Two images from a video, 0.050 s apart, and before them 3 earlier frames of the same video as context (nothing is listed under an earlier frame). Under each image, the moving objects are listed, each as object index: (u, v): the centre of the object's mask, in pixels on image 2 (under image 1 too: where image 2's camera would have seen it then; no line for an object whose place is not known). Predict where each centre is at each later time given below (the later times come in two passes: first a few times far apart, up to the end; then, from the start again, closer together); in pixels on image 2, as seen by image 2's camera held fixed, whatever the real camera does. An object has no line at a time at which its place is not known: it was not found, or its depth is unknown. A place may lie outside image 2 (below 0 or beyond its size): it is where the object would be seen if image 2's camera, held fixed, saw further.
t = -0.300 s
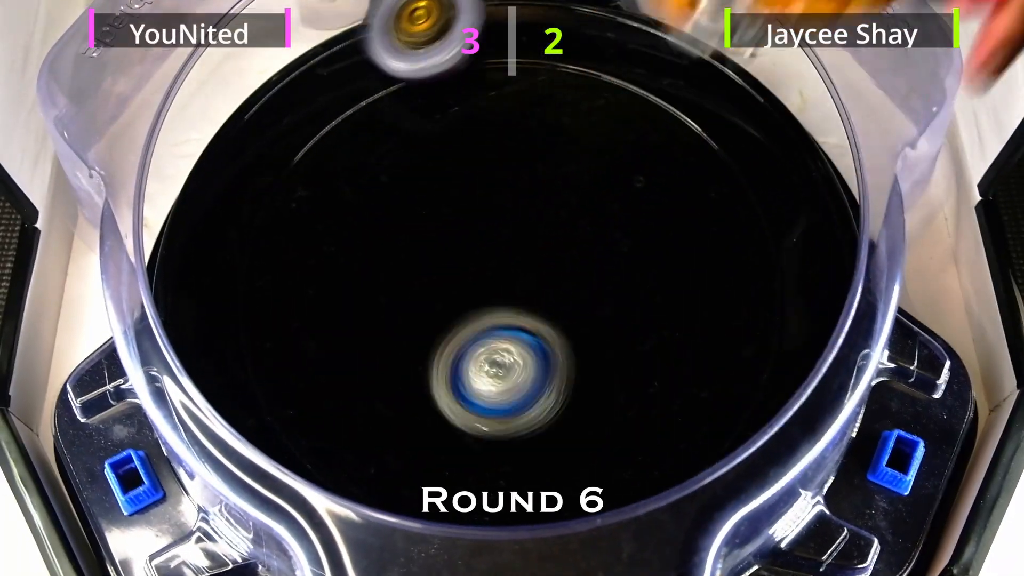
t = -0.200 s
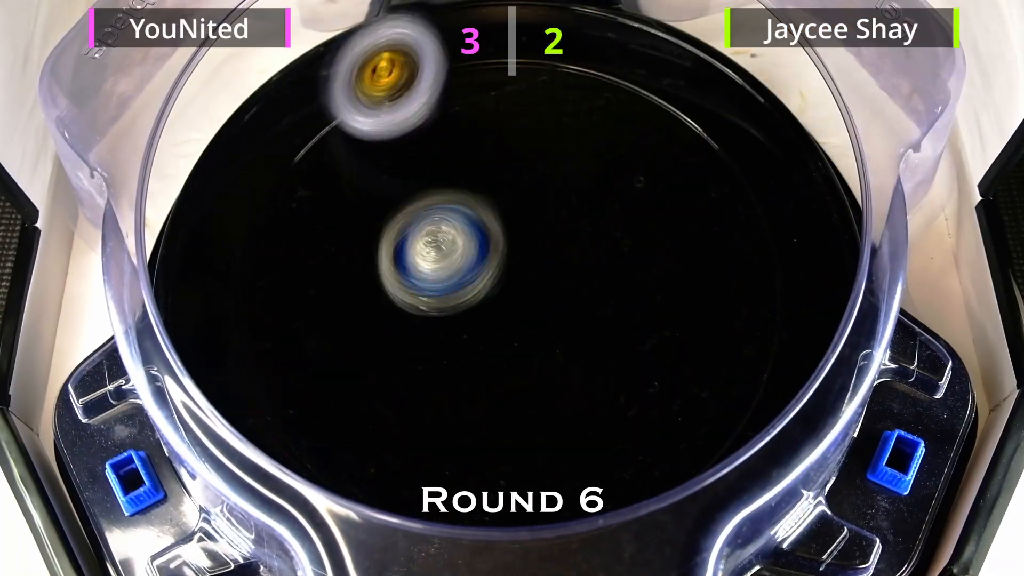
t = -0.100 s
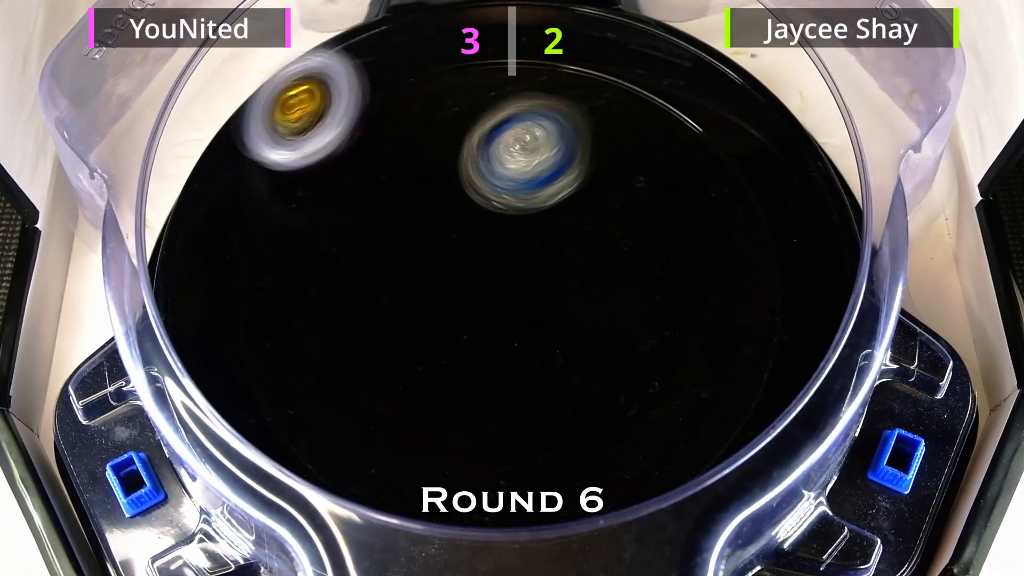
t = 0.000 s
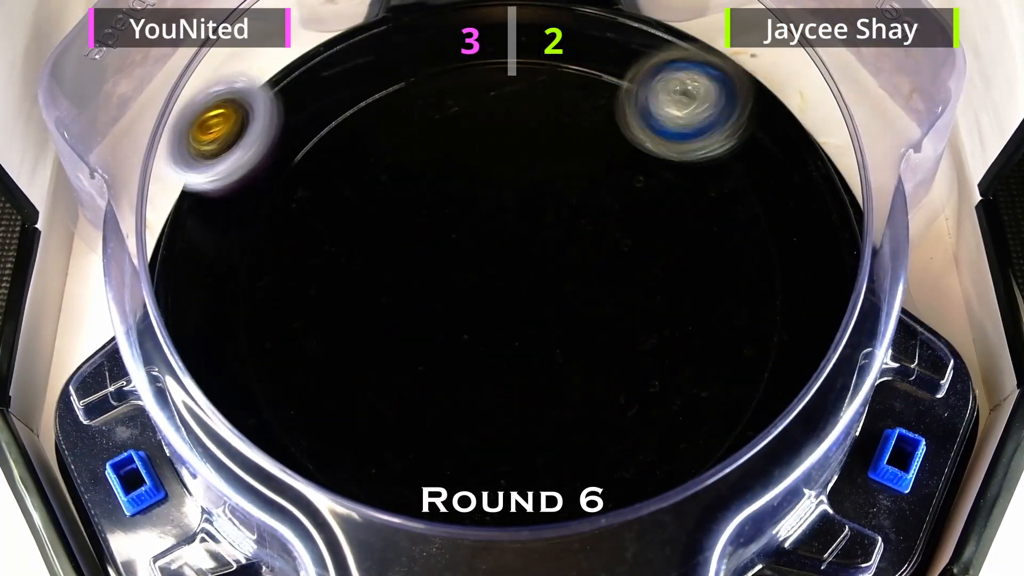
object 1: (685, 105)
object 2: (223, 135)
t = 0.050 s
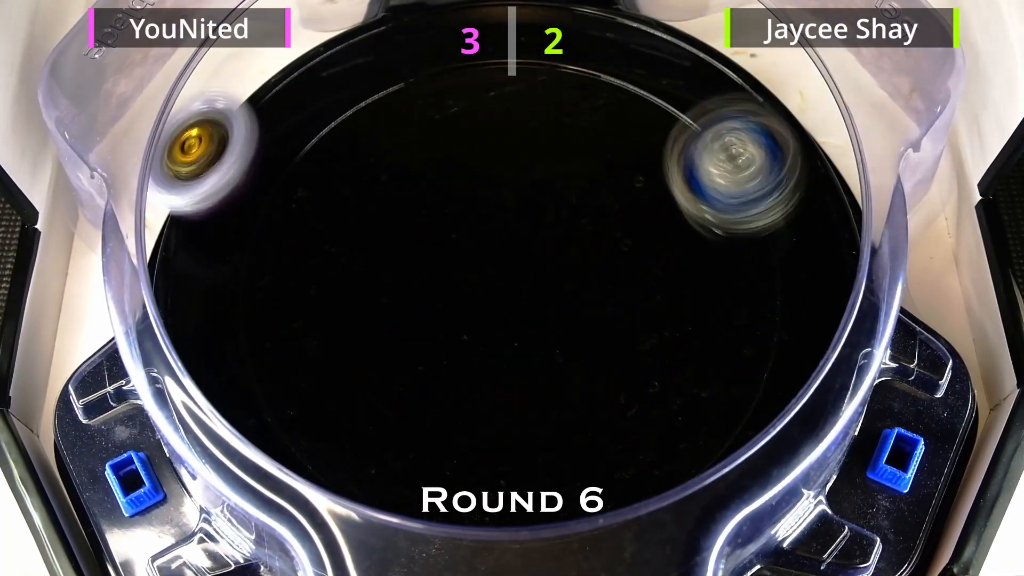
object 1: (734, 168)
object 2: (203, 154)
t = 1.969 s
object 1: (616, 237)
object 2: (472, 222)
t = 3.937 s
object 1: (377, 193)
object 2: (642, 286)
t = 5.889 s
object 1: (681, 290)
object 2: (521, 210)
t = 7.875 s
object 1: (608, 418)
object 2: (386, 142)
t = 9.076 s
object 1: (442, 293)
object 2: (446, 97)
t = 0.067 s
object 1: (749, 199)
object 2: (201, 165)
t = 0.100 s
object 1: (771, 243)
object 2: (205, 186)
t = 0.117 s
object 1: (780, 269)
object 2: (211, 196)
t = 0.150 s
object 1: (772, 314)
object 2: (221, 214)
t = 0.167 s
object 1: (762, 335)
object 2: (226, 227)
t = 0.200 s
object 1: (724, 378)
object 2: (246, 246)
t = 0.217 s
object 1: (698, 392)
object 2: (259, 256)
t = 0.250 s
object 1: (632, 411)
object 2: (296, 281)
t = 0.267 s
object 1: (598, 414)
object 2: (322, 292)
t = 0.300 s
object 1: (532, 404)
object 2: (378, 309)
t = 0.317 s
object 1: (513, 396)
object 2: (397, 313)
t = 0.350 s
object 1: (524, 366)
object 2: (376, 293)
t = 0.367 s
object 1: (529, 352)
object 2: (363, 284)
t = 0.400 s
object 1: (541, 331)
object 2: (343, 274)
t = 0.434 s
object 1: (539, 299)
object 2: (331, 253)
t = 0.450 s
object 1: (535, 280)
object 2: (329, 243)
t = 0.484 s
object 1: (530, 248)
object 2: (326, 227)
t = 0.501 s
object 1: (531, 228)
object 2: (328, 216)
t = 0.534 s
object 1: (536, 192)
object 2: (338, 200)
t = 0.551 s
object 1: (544, 174)
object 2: (344, 196)
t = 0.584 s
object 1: (566, 143)
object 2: (364, 179)
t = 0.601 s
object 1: (582, 132)
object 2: (374, 175)
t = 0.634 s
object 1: (625, 114)
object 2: (402, 166)
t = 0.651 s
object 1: (647, 110)
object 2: (420, 163)
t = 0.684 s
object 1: (694, 116)
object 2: (455, 156)
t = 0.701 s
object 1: (708, 135)
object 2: (471, 153)
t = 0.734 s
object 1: (728, 182)
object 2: (508, 147)
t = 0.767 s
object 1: (737, 224)
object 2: (545, 143)
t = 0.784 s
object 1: (732, 245)
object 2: (562, 141)
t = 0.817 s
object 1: (708, 285)
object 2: (596, 138)
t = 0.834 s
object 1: (689, 302)
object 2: (614, 138)
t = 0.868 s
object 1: (638, 321)
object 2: (644, 140)
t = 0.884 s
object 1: (610, 324)
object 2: (656, 141)
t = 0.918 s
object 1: (556, 318)
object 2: (680, 145)
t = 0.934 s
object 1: (531, 309)
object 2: (691, 148)
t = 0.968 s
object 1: (489, 283)
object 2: (707, 156)
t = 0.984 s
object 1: (474, 267)
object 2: (713, 162)
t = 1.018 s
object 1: (450, 227)
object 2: (721, 173)
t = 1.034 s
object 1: (443, 206)
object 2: (723, 180)
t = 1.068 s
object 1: (441, 163)
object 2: (723, 193)
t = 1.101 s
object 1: (451, 121)
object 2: (717, 208)
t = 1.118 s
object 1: (459, 104)
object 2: (713, 215)
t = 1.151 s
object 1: (488, 68)
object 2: (700, 227)
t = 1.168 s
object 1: (508, 56)
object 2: (691, 234)
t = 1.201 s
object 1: (552, 55)
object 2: (672, 244)
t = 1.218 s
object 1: (576, 64)
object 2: (662, 249)
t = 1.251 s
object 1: (618, 81)
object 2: (637, 257)
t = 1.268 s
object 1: (635, 91)
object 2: (622, 261)
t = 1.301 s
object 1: (659, 120)
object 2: (594, 267)
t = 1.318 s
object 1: (667, 140)
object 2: (580, 269)
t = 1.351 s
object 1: (670, 184)
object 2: (551, 274)
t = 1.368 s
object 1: (664, 207)
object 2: (538, 276)
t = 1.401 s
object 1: (643, 244)
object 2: (498, 288)
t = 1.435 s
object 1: (608, 272)
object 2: (456, 302)
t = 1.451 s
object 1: (587, 282)
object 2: (433, 308)
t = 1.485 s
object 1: (542, 291)
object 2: (398, 320)
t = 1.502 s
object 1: (522, 290)
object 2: (383, 328)
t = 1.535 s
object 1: (485, 276)
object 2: (341, 340)
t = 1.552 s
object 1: (464, 264)
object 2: (324, 348)
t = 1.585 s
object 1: (434, 237)
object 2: (296, 358)
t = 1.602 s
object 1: (423, 221)
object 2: (282, 361)
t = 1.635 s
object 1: (408, 181)
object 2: (271, 360)
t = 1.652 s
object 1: (406, 163)
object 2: (267, 361)
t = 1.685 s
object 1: (413, 125)
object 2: (269, 358)
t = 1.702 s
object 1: (422, 106)
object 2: (273, 356)
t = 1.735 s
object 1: (449, 78)
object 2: (286, 348)
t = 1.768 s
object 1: (485, 61)
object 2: (305, 333)
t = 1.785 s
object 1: (508, 57)
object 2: (315, 329)
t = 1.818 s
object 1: (550, 63)
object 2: (339, 311)
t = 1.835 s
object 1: (572, 72)
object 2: (352, 304)
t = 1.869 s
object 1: (606, 102)
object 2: (377, 283)
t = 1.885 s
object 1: (618, 121)
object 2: (394, 273)
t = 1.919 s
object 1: (630, 165)
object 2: (421, 251)
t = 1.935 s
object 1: (629, 190)
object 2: (440, 240)
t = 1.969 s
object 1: (616, 237)
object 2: (472, 222)
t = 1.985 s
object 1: (618, 257)
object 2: (482, 212)
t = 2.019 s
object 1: (636, 295)
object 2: (468, 196)
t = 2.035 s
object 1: (638, 315)
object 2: (463, 192)
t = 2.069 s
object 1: (627, 351)
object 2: (455, 183)
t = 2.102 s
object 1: (599, 390)
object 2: (448, 179)
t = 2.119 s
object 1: (580, 406)
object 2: (446, 178)
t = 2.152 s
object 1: (534, 430)
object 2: (444, 180)
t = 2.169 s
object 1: (508, 437)
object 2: (444, 181)
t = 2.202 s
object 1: (456, 439)
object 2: (445, 184)
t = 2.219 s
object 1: (429, 433)
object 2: (447, 187)
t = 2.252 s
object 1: (383, 413)
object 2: (452, 191)
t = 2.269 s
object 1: (364, 398)
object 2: (455, 193)
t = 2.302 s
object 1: (334, 364)
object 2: (463, 197)
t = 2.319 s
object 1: (326, 344)
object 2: (468, 199)
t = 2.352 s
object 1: (318, 302)
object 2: (480, 203)
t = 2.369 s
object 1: (322, 281)
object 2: (486, 206)
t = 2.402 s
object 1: (335, 243)
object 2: (501, 213)
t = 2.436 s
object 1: (359, 211)
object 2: (515, 219)
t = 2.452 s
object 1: (377, 195)
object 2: (523, 224)
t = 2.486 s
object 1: (412, 173)
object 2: (540, 235)
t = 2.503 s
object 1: (435, 165)
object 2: (547, 241)
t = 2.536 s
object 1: (476, 156)
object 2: (561, 255)
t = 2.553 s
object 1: (499, 155)
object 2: (569, 264)
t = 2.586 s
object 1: (539, 160)
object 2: (580, 280)
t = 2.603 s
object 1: (561, 166)
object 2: (586, 290)
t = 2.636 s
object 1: (596, 185)
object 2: (595, 310)
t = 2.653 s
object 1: (613, 192)
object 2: (599, 329)
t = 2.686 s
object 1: (636, 202)
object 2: (611, 385)
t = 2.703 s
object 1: (647, 213)
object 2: (616, 410)
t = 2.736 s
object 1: (664, 240)
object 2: (613, 446)
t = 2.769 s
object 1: (673, 278)
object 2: (607, 495)
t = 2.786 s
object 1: (675, 298)
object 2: (599, 502)
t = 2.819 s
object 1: (659, 336)
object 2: (582, 517)
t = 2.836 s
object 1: (647, 355)
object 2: (569, 523)
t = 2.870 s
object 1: (615, 384)
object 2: (546, 531)
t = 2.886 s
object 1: (593, 394)
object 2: (534, 533)
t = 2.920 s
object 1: (550, 408)
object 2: (513, 535)
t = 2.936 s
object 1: (526, 411)
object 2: (505, 536)
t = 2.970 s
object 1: (480, 404)
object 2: (488, 537)
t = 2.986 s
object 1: (461, 398)
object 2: (480, 536)
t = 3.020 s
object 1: (425, 376)
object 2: (467, 533)
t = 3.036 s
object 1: (409, 359)
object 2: (461, 532)
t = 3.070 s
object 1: (388, 326)
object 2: (452, 527)
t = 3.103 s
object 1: (378, 289)
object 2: (442, 518)
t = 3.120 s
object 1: (379, 271)
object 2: (439, 514)
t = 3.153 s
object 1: (386, 235)
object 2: (432, 502)
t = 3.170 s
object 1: (393, 218)
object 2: (430, 490)
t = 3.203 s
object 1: (414, 187)
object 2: (427, 463)
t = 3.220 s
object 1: (429, 174)
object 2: (425, 455)
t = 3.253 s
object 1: (461, 152)
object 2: (423, 426)
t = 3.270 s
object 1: (477, 144)
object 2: (423, 411)
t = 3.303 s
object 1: (515, 135)
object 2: (424, 379)
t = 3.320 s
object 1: (537, 134)
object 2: (426, 362)
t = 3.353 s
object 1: (578, 140)
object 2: (432, 329)
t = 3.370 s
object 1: (594, 146)
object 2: (435, 312)
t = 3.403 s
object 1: (628, 167)
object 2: (444, 282)
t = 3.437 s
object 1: (655, 197)
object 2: (454, 252)
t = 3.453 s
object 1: (665, 213)
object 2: (458, 237)
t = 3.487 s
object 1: (675, 252)
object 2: (469, 212)
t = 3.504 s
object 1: (678, 272)
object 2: (476, 200)
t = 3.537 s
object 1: (668, 309)
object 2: (492, 181)
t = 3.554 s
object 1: (657, 329)
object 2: (501, 174)
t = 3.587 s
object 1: (628, 361)
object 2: (521, 164)
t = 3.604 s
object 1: (610, 373)
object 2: (532, 162)
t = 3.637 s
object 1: (568, 392)
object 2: (552, 161)
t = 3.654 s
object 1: (547, 398)
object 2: (562, 162)
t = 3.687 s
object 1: (502, 401)
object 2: (579, 167)
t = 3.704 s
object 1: (479, 398)
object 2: (588, 171)
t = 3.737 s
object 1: (439, 384)
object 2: (605, 181)
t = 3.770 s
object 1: (405, 362)
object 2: (620, 195)
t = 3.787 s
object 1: (389, 347)
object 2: (627, 201)
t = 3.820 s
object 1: (369, 314)
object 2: (636, 217)
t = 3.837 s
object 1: (363, 298)
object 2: (640, 225)
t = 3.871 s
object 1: (357, 262)
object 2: (644, 244)
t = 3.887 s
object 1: (359, 243)
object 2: (645, 255)
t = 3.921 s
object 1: (370, 208)
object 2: (644, 276)
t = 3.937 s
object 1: (377, 193)
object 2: (642, 286)
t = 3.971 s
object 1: (402, 164)
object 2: (634, 304)
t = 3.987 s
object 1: (417, 152)
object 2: (628, 313)
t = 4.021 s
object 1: (449, 135)
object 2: (613, 331)
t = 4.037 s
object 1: (469, 128)
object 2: (604, 339)
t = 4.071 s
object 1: (508, 125)
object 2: (583, 352)
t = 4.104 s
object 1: (547, 129)
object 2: (560, 363)
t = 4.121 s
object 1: (564, 134)
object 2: (548, 367)
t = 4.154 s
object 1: (598, 153)
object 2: (523, 372)
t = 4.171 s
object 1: (615, 167)
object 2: (510, 374)
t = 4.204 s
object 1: (638, 197)
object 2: (485, 373)
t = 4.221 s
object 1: (644, 214)
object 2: (473, 371)
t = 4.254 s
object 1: (654, 251)
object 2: (451, 362)
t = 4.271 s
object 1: (656, 271)
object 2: (440, 357)
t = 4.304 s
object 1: (647, 308)
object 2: (421, 343)
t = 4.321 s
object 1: (635, 326)
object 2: (413, 336)
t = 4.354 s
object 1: (608, 357)
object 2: (399, 320)
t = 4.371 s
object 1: (594, 370)
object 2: (394, 311)
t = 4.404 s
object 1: (556, 391)
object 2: (387, 293)
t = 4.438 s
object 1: (513, 403)
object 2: (383, 276)
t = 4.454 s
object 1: (491, 404)
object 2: (382, 268)
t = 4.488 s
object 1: (449, 400)
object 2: (383, 251)
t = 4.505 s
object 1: (427, 393)
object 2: (385, 243)
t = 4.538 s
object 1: (391, 373)
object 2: (391, 229)
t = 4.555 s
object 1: (377, 361)
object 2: (395, 222)
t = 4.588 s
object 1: (353, 331)
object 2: (404, 210)
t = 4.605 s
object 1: (345, 317)
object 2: (410, 203)
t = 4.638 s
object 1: (332, 289)
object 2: (425, 179)
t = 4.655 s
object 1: (331, 274)
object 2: (435, 168)
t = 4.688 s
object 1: (334, 242)
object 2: (457, 149)
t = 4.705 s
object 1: (341, 226)
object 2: (469, 140)
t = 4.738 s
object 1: (361, 198)
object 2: (494, 129)
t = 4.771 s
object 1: (389, 178)
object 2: (522, 124)
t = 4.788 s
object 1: (407, 170)
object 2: (536, 124)
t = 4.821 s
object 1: (429, 170)
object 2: (575, 122)
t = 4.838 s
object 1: (432, 175)
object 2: (603, 116)
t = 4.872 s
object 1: (433, 188)
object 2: (658, 115)
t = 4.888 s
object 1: (434, 194)
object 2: (684, 117)
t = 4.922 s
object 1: (434, 211)
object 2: (719, 136)
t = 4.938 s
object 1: (431, 218)
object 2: (728, 150)
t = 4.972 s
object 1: (422, 239)
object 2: (742, 190)
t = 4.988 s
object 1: (415, 247)
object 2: (743, 209)
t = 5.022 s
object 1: (398, 264)
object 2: (742, 249)
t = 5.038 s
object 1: (386, 269)
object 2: (738, 271)
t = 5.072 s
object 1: (366, 275)
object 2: (727, 310)
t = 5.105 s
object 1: (345, 271)
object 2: (708, 348)
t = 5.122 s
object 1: (339, 268)
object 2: (695, 365)
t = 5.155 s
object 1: (332, 256)
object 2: (665, 395)
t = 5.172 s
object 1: (331, 251)
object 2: (649, 407)
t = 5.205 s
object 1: (338, 241)
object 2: (611, 425)
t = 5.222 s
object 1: (344, 239)
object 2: (590, 431)
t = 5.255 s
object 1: (359, 238)
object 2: (547, 437)
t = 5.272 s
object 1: (366, 239)
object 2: (522, 438)
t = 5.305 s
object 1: (386, 246)
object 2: (476, 428)
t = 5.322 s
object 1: (394, 251)
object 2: (456, 419)
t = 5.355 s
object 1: (412, 268)
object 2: (420, 399)
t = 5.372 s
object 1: (415, 269)
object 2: (408, 394)
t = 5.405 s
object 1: (415, 242)
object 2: (395, 414)
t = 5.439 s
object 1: (414, 208)
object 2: (393, 427)
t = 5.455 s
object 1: (417, 193)
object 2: (390, 432)
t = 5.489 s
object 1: (430, 168)
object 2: (392, 435)
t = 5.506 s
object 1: (440, 156)
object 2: (394, 436)
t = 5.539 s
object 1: (464, 136)
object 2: (394, 434)
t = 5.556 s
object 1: (477, 128)
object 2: (397, 429)
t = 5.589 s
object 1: (506, 119)
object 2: (400, 421)
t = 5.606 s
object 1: (522, 116)
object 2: (400, 413)
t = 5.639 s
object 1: (553, 114)
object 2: (407, 393)
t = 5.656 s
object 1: (569, 116)
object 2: (409, 384)
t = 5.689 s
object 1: (600, 128)
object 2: (419, 358)
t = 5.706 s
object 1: (614, 134)
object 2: (427, 346)
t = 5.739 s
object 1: (636, 157)
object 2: (442, 319)
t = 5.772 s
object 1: (652, 183)
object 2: (465, 292)
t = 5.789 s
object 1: (656, 198)
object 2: (474, 280)
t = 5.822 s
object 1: (659, 232)
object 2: (503, 253)
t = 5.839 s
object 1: (659, 247)
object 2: (515, 242)
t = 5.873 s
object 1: (674, 274)
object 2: (519, 219)
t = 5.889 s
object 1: (681, 290)
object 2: (521, 210)
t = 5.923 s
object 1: (686, 318)
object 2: (521, 195)
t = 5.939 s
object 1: (683, 331)
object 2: (526, 189)
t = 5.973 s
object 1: (670, 362)
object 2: (527, 183)
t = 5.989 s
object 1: (664, 377)
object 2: (532, 178)
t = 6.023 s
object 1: (643, 400)
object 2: (535, 179)
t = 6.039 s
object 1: (626, 410)
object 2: (540, 176)
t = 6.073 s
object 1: (593, 427)
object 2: (543, 178)
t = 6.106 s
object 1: (559, 435)
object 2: (550, 177)
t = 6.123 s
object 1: (540, 436)
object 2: (548, 180)
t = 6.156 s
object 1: (503, 432)
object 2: (552, 178)
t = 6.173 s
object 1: (486, 427)
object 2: (551, 181)
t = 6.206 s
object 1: (456, 410)
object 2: (552, 180)
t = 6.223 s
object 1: (445, 400)
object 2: (553, 182)
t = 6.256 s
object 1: (423, 375)
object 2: (552, 182)
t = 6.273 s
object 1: (415, 362)
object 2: (554, 185)
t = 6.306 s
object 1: (404, 334)
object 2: (553, 186)
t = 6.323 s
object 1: (402, 319)
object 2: (557, 189)
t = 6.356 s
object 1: (402, 290)
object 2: (557, 191)
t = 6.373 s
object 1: (404, 275)
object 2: (561, 195)
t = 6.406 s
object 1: (412, 248)
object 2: (561, 200)
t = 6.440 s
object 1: (426, 223)
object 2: (564, 211)
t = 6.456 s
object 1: (431, 211)
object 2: (571, 210)
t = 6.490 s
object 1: (434, 195)
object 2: (597, 218)
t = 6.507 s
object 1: (438, 187)
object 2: (612, 218)
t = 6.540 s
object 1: (453, 168)
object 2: (633, 228)
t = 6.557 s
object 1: (463, 159)
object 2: (647, 234)
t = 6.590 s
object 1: (485, 146)
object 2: (659, 249)
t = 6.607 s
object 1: (498, 141)
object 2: (669, 258)
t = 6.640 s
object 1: (526, 138)
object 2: (674, 274)
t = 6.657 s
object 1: (539, 139)
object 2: (678, 285)
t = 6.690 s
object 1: (566, 149)
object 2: (677, 301)
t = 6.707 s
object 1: (578, 156)
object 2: (674, 311)
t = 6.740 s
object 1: (596, 175)
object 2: (672, 328)
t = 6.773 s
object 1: (606, 199)
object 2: (658, 342)
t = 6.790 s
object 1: (608, 213)
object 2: (653, 353)
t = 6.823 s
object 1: (608, 241)
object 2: (638, 366)
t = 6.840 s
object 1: (605, 252)
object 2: (625, 375)
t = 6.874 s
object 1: (586, 264)
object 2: (627, 417)
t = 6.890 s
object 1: (574, 263)
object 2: (616, 438)
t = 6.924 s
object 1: (550, 267)
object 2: (604, 484)
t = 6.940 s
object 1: (537, 269)
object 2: (599, 498)
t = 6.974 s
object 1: (510, 269)
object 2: (574, 519)
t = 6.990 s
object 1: (497, 267)
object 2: (563, 527)
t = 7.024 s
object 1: (472, 260)
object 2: (537, 538)
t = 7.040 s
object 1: (461, 255)
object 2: (520, 536)
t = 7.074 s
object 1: (440, 242)
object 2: (492, 538)
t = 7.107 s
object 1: (424, 225)
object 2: (465, 539)
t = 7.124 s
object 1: (418, 215)
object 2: (459, 541)
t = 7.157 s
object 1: (410, 196)
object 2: (436, 537)
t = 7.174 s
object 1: (409, 187)
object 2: (424, 535)
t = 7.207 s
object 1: (412, 167)
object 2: (406, 529)
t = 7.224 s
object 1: (416, 158)
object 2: (400, 523)
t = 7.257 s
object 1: (430, 144)
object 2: (382, 509)
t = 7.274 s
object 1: (439, 140)
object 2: (369, 505)
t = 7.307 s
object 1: (461, 138)
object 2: (353, 479)
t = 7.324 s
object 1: (472, 140)
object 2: (355, 450)
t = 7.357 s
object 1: (492, 151)
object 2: (340, 432)
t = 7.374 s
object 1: (500, 159)
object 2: (332, 418)
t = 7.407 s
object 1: (514, 178)
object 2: (329, 382)
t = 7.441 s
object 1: (521, 201)
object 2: (334, 342)
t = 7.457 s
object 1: (522, 213)
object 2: (344, 320)
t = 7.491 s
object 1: (520, 237)
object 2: (360, 279)
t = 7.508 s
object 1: (517, 248)
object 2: (367, 261)
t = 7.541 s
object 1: (548, 259)
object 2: (341, 233)
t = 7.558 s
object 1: (570, 261)
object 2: (322, 223)
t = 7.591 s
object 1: (603, 269)
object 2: (287, 199)
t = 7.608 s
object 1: (613, 275)
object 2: (275, 190)
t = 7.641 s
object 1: (626, 288)
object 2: (267, 171)
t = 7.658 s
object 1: (632, 296)
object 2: (265, 165)
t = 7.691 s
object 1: (643, 316)
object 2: (266, 159)
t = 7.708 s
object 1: (646, 327)
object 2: (273, 154)
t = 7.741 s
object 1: (648, 345)
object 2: (281, 148)
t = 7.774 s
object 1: (647, 367)
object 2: (301, 142)
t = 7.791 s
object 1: (645, 378)
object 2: (308, 143)
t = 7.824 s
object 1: (634, 396)
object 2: (338, 140)
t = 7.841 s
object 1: (627, 404)
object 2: (348, 142)
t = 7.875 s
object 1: (608, 418)
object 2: (386, 142)
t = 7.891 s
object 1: (596, 422)
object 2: (399, 145)
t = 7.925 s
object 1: (572, 428)
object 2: (441, 148)
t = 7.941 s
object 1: (558, 427)
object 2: (456, 153)
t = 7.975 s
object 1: (534, 421)
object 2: (500, 161)
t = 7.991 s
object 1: (523, 418)
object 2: (516, 168)
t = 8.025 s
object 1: (502, 405)
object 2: (560, 180)
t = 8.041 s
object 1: (494, 397)
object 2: (575, 189)
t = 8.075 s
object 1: (481, 379)
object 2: (616, 205)
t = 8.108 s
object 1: (470, 360)
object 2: (647, 226)
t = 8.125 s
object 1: (466, 350)
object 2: (665, 234)
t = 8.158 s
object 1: (463, 329)
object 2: (690, 255)
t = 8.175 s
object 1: (462, 319)
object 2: (704, 263)
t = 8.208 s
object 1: (460, 298)
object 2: (723, 284)
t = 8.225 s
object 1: (462, 286)
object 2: (733, 291)
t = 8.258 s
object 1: (466, 267)
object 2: (742, 312)
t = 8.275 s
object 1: (467, 258)
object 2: (747, 318)
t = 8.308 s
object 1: (475, 236)
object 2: (750, 337)
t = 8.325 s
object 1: (480, 227)
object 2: (748, 342)
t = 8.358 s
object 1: (489, 211)
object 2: (734, 361)
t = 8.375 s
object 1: (495, 202)
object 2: (731, 365)
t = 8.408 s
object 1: (510, 185)
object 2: (707, 382)
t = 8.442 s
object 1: (524, 174)
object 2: (686, 390)
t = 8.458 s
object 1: (532, 167)
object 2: (669, 397)
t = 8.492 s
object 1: (551, 157)
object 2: (640, 400)
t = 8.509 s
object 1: (561, 155)
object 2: (620, 401)
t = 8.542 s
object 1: (579, 152)
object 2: (585, 396)
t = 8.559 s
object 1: (589, 151)
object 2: (563, 392)
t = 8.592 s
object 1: (610, 157)
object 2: (529, 379)
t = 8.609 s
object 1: (617, 161)
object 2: (509, 369)
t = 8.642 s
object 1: (631, 174)
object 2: (477, 349)
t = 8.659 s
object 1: (636, 183)
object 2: (461, 334)
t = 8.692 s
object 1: (641, 200)
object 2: (432, 309)
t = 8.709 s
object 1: (641, 211)
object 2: (422, 292)
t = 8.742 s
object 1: (636, 232)
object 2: (401, 264)
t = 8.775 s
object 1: (626, 249)
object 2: (388, 232)
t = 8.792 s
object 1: (619, 258)
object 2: (381, 220)
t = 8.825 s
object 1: (603, 273)
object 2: (378, 190)
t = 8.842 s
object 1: (594, 279)
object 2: (373, 179)
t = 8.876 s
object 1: (573, 289)
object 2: (377, 154)
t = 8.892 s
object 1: (562, 293)
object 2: (375, 144)
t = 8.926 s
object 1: (541, 300)
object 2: (385, 126)
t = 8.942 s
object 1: (529, 302)
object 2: (386, 118)
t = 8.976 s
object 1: (506, 303)
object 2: (400, 107)
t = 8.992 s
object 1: (495, 304)
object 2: (404, 100)
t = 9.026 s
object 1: (473, 302)
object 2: (419, 97)
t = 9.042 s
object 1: (462, 300)
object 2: (427, 93)
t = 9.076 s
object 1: (442, 293)
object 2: (446, 97)
